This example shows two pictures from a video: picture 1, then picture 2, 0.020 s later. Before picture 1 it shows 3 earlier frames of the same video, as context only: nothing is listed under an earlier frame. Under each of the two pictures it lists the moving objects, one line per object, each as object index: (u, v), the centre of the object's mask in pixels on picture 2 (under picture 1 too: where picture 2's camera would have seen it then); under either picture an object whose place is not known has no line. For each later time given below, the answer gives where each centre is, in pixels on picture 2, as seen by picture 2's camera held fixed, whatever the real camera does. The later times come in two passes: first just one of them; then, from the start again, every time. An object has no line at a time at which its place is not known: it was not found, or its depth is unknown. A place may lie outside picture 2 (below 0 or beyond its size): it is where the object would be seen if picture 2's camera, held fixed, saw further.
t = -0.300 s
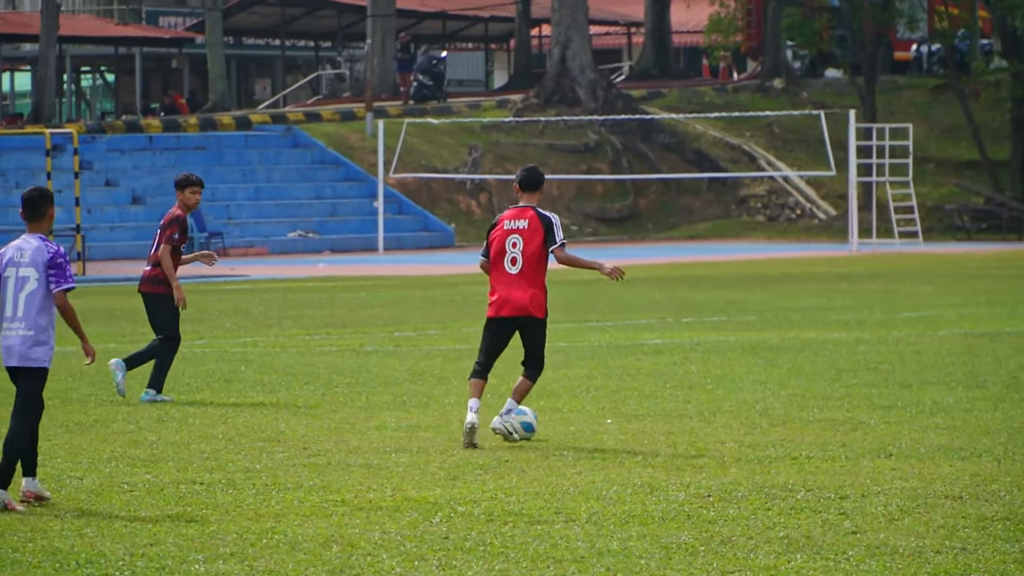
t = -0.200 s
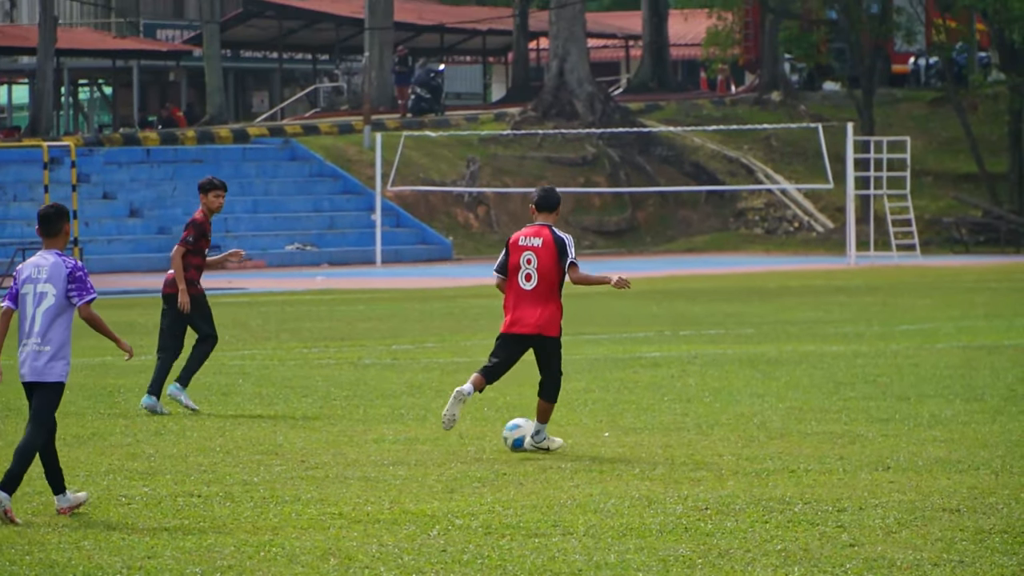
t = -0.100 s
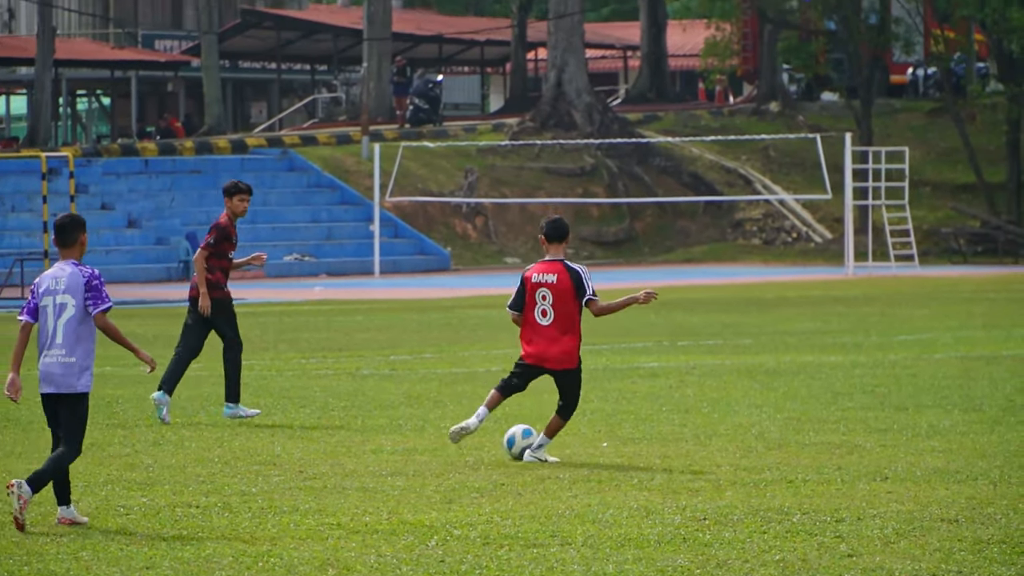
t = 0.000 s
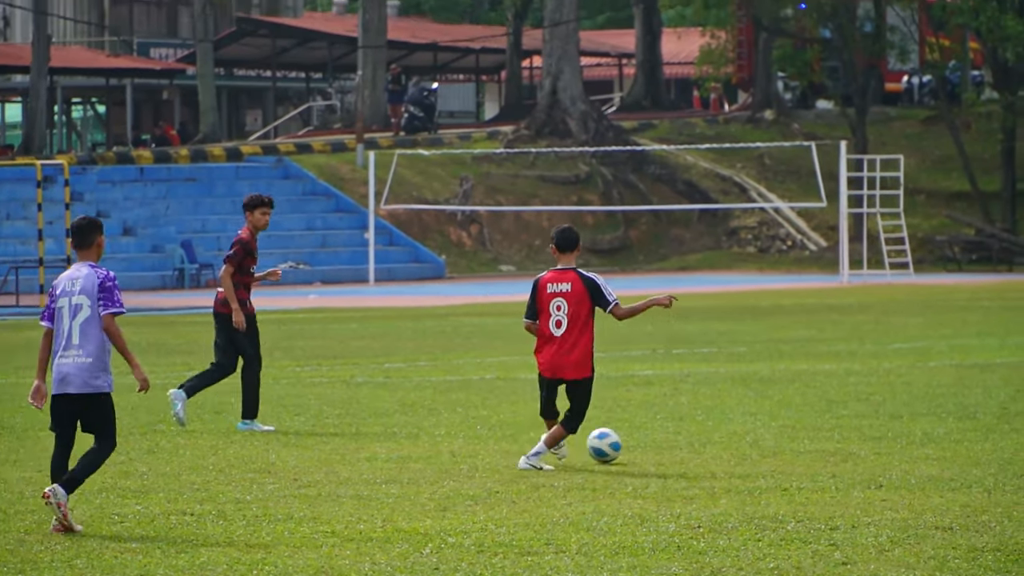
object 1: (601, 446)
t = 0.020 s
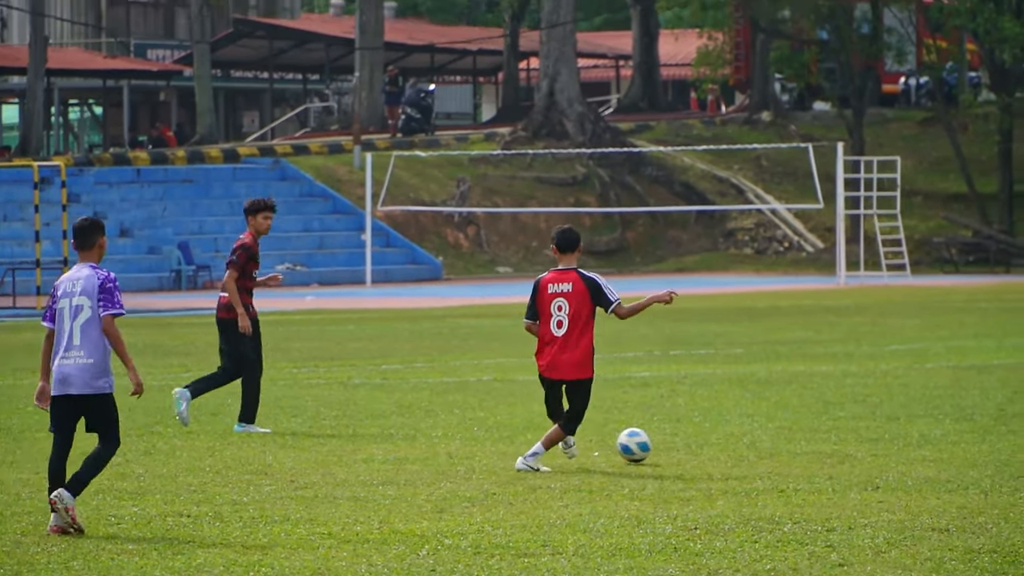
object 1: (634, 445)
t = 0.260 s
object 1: (976, 431)
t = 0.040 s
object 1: (666, 444)
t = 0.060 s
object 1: (699, 443)
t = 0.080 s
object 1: (731, 443)
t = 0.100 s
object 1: (762, 442)
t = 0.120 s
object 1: (792, 441)
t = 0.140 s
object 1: (819, 438)
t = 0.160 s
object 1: (846, 436)
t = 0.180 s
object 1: (873, 433)
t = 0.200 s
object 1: (899, 432)
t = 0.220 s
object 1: (925, 431)
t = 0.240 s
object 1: (951, 431)
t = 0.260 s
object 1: (976, 431)
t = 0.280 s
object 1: (1002, 431)
